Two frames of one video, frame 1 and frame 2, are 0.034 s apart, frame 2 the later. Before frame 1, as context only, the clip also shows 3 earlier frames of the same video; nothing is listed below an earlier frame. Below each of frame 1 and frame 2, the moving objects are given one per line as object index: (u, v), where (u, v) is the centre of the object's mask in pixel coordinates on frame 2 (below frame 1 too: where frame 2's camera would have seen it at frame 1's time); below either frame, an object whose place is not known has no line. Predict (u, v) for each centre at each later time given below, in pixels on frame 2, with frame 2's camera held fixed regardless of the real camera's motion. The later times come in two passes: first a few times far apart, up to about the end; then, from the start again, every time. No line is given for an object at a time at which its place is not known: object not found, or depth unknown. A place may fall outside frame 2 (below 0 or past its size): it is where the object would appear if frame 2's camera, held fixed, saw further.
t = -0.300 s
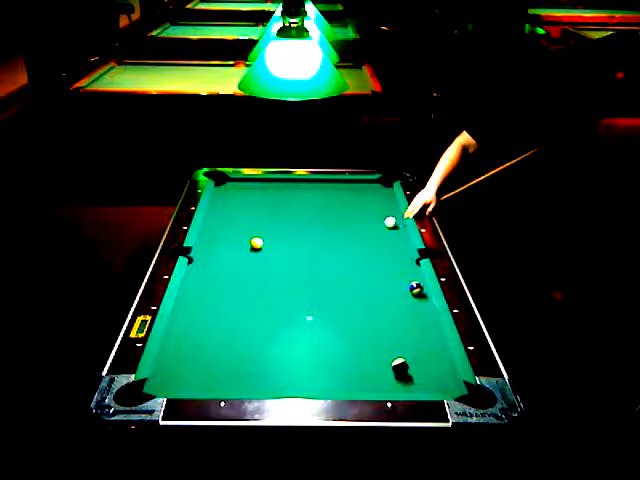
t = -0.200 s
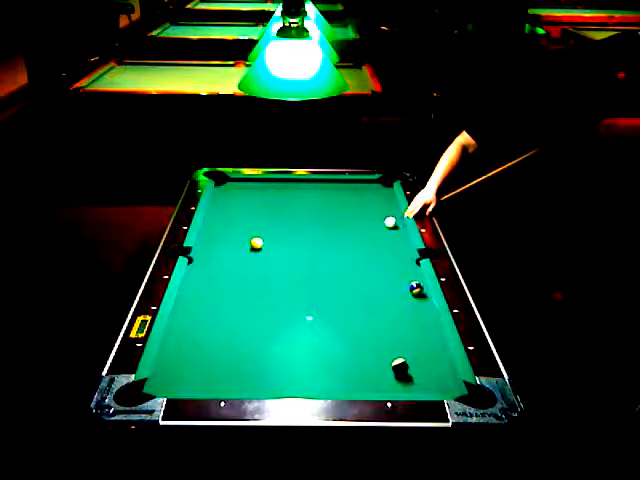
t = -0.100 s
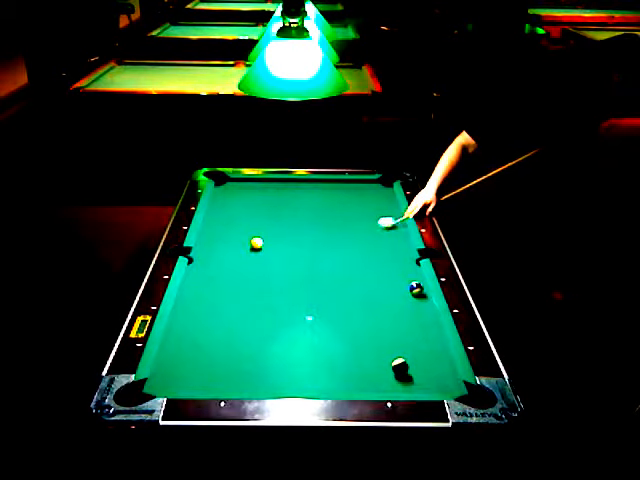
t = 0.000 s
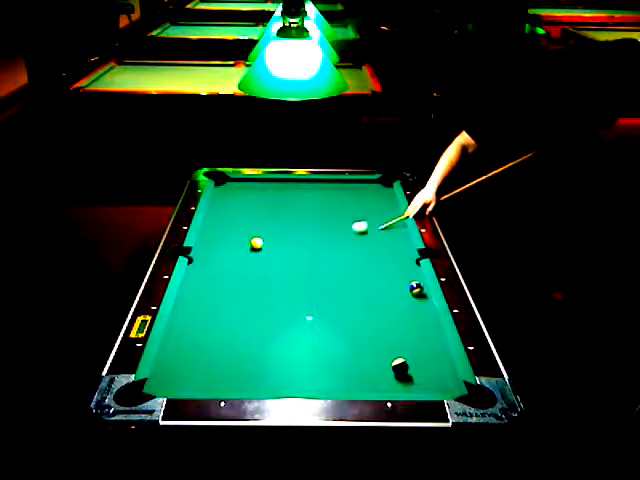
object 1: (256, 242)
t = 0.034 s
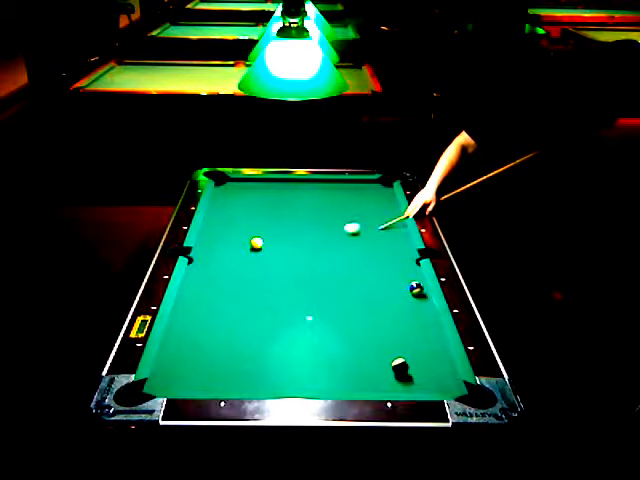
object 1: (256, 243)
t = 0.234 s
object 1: (256, 242)
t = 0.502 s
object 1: (256, 243)
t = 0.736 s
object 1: (228, 245)
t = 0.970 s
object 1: (203, 248)
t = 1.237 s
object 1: (202, 252)
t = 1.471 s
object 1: (207, 257)
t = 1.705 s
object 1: (210, 261)
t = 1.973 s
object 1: (214, 266)
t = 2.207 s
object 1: (217, 271)
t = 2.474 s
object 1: (221, 274)
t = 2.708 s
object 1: (224, 276)
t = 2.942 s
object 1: (227, 278)
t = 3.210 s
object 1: (229, 280)
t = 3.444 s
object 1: (230, 282)
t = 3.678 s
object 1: (231, 283)
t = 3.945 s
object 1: (232, 283)
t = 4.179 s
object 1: (232, 283)
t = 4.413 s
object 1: (232, 284)
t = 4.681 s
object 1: (232, 284)
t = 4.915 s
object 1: (232, 284)
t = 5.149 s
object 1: (232, 284)
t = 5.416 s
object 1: (232, 284)
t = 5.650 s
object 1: (232, 284)
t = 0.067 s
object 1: (256, 242)
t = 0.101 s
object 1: (256, 242)
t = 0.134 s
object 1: (256, 242)
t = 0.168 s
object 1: (256, 242)
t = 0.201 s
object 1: (256, 242)
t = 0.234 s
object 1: (256, 242)
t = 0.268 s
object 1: (256, 243)
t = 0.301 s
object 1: (256, 242)
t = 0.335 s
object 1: (256, 243)
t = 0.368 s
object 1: (256, 243)
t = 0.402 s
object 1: (256, 242)
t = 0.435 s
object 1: (256, 243)
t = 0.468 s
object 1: (256, 243)
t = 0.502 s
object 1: (256, 243)
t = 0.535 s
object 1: (252, 243)
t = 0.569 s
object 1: (247, 243)
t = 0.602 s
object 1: (243, 244)
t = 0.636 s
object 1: (239, 244)
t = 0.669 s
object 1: (235, 245)
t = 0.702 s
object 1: (231, 245)
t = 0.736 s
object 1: (228, 245)
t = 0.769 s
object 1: (225, 246)
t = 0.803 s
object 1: (221, 246)
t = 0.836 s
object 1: (217, 246)
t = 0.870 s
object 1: (213, 247)
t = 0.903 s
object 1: (210, 247)
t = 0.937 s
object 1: (207, 247)
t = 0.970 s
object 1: (203, 248)
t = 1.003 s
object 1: (199, 248)
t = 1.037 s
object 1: (199, 249)
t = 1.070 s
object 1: (200, 249)
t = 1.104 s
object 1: (200, 250)
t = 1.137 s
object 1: (201, 250)
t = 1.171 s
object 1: (201, 251)
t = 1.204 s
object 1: (202, 251)
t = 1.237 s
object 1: (202, 252)
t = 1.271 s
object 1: (203, 253)
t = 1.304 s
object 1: (204, 254)
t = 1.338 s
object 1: (205, 254)
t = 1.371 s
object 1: (205, 255)
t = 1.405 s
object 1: (206, 256)
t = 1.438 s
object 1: (206, 257)
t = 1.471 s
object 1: (207, 257)
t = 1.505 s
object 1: (207, 258)
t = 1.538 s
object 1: (208, 258)
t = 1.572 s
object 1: (208, 259)
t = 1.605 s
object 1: (209, 259)
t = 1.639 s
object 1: (209, 260)
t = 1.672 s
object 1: (210, 261)
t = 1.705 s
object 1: (210, 261)
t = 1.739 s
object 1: (211, 262)
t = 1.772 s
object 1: (211, 263)
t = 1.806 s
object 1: (212, 263)
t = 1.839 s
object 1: (212, 264)
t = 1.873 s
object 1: (213, 265)
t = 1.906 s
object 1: (213, 265)
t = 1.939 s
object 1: (214, 266)
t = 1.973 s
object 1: (214, 266)
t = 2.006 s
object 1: (215, 267)
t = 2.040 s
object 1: (215, 268)
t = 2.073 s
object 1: (215, 268)
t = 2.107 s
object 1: (216, 269)
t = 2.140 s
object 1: (216, 269)
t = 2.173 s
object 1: (216, 270)
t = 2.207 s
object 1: (217, 271)
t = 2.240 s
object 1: (217, 271)
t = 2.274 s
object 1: (218, 272)
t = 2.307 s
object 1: (218, 272)
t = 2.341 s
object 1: (218, 273)
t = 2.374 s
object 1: (219, 272)
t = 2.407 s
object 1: (220, 273)
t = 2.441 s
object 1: (221, 274)
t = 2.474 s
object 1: (221, 274)
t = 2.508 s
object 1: (222, 274)
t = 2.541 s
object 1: (222, 274)
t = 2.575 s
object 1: (223, 275)
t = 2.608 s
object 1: (224, 275)
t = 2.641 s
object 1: (224, 275)
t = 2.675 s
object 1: (224, 275)
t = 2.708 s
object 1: (224, 276)
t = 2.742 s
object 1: (225, 276)
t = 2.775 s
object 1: (225, 276)
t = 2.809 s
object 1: (225, 276)
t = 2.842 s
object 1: (225, 277)
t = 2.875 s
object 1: (226, 277)
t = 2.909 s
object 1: (226, 277)
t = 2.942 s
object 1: (227, 278)
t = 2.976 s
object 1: (227, 278)
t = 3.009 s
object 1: (227, 279)
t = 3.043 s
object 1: (228, 279)
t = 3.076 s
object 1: (228, 279)
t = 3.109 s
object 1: (228, 280)
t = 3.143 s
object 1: (228, 280)
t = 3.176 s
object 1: (229, 280)
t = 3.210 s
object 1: (229, 280)
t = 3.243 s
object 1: (229, 280)
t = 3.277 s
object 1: (230, 281)
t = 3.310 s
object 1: (230, 281)
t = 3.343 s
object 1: (230, 281)
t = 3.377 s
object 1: (230, 281)
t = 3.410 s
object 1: (231, 282)
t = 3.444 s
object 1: (230, 282)
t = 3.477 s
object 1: (231, 282)
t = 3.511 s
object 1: (231, 282)
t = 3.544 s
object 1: (231, 283)
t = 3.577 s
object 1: (231, 283)
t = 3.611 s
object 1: (231, 283)
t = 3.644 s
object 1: (231, 283)
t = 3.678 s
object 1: (231, 283)
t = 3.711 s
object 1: (231, 283)
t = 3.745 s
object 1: (231, 283)
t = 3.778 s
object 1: (231, 283)
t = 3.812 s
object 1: (232, 283)
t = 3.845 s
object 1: (232, 283)
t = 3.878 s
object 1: (232, 283)
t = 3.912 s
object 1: (232, 283)
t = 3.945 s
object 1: (232, 283)
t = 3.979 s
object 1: (232, 283)
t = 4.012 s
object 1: (232, 283)
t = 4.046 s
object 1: (232, 283)
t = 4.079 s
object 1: (232, 283)
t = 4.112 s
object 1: (232, 283)
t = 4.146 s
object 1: (232, 283)
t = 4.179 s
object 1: (232, 283)
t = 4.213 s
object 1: (232, 283)
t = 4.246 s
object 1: (232, 283)
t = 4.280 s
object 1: (232, 283)
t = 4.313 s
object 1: (232, 283)
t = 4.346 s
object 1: (232, 284)
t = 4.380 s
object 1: (232, 284)
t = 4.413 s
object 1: (232, 284)
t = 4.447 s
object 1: (232, 284)
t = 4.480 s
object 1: (232, 284)
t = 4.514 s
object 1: (232, 284)
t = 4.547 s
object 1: (232, 284)
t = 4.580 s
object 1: (232, 284)
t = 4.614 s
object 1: (232, 284)
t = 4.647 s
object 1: (232, 284)
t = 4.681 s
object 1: (232, 284)
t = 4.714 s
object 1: (232, 284)
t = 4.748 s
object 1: (232, 284)
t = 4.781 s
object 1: (232, 284)
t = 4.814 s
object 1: (232, 284)
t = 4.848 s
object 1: (232, 284)
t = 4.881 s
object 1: (232, 284)
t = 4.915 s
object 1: (232, 284)
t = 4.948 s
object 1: (232, 284)
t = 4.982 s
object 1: (232, 284)
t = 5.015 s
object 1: (232, 284)
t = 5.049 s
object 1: (232, 284)
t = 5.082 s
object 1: (232, 284)
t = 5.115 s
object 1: (232, 284)
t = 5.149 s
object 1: (232, 284)
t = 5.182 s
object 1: (232, 284)
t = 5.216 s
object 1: (232, 284)
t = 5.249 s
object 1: (232, 284)
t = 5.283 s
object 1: (232, 284)
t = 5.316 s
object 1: (232, 284)
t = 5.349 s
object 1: (232, 284)
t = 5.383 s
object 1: (232, 284)
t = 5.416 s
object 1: (232, 284)
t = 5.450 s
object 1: (232, 284)
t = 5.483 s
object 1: (232, 284)
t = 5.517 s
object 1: (232, 284)
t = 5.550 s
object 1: (232, 284)
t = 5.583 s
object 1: (232, 284)
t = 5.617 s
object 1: (232, 284)
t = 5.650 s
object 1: (232, 284)
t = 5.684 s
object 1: (232, 284)
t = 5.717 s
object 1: (232, 284)
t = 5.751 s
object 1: (232, 284)
